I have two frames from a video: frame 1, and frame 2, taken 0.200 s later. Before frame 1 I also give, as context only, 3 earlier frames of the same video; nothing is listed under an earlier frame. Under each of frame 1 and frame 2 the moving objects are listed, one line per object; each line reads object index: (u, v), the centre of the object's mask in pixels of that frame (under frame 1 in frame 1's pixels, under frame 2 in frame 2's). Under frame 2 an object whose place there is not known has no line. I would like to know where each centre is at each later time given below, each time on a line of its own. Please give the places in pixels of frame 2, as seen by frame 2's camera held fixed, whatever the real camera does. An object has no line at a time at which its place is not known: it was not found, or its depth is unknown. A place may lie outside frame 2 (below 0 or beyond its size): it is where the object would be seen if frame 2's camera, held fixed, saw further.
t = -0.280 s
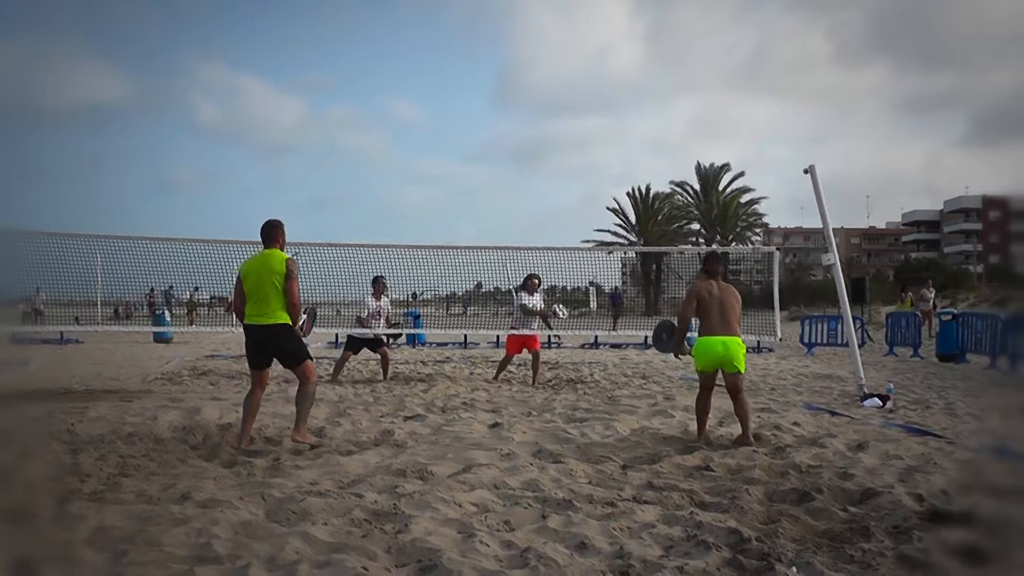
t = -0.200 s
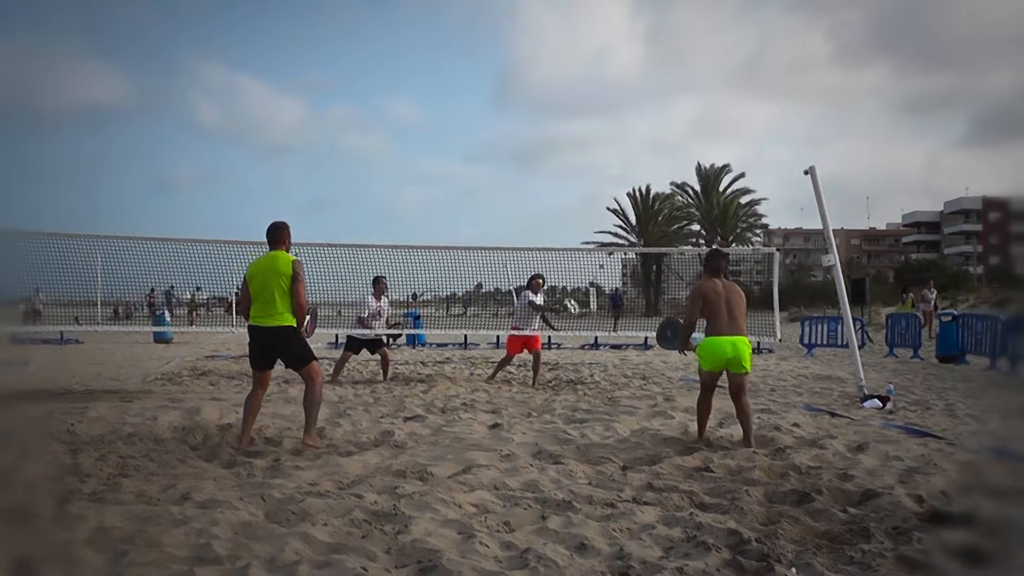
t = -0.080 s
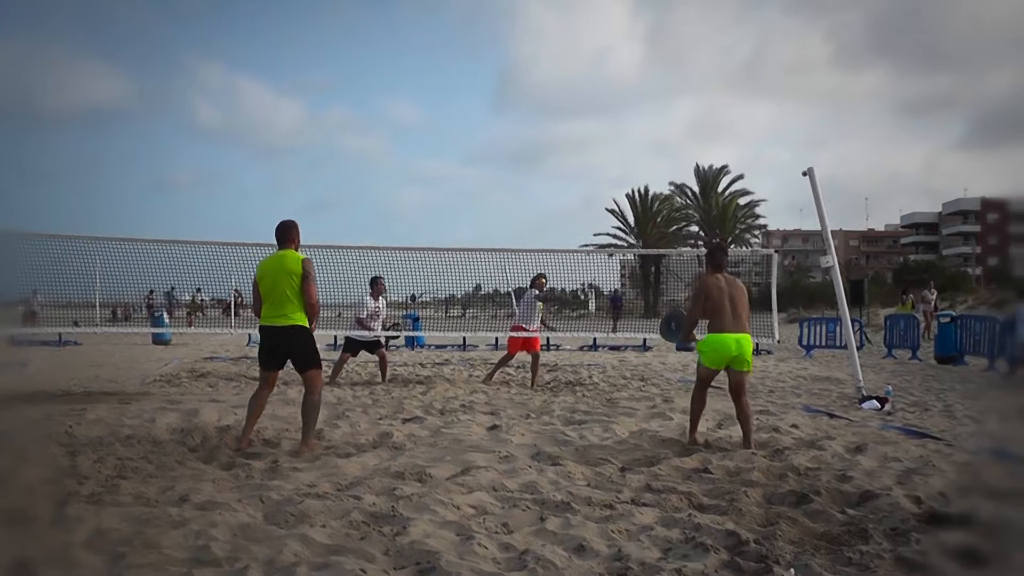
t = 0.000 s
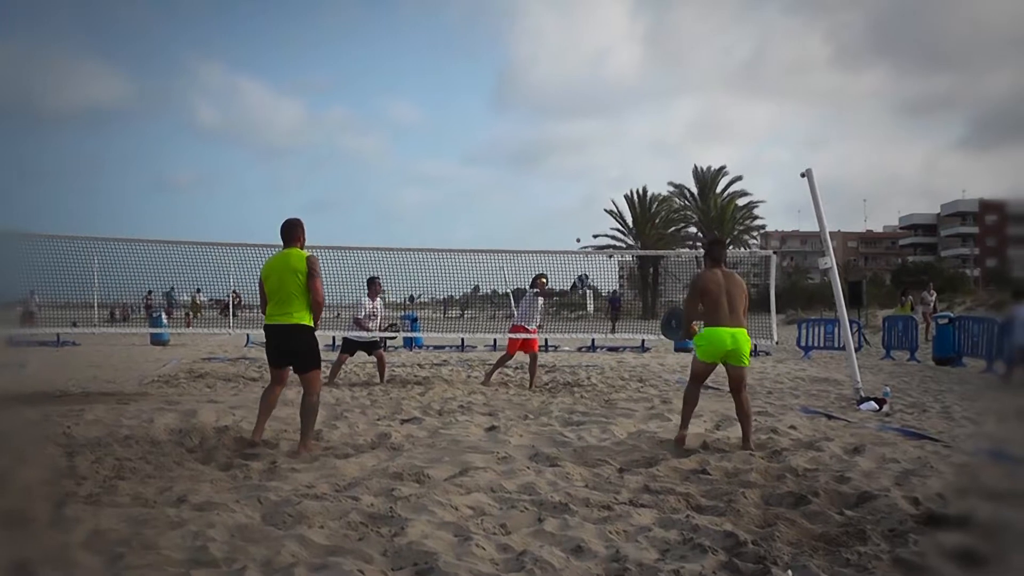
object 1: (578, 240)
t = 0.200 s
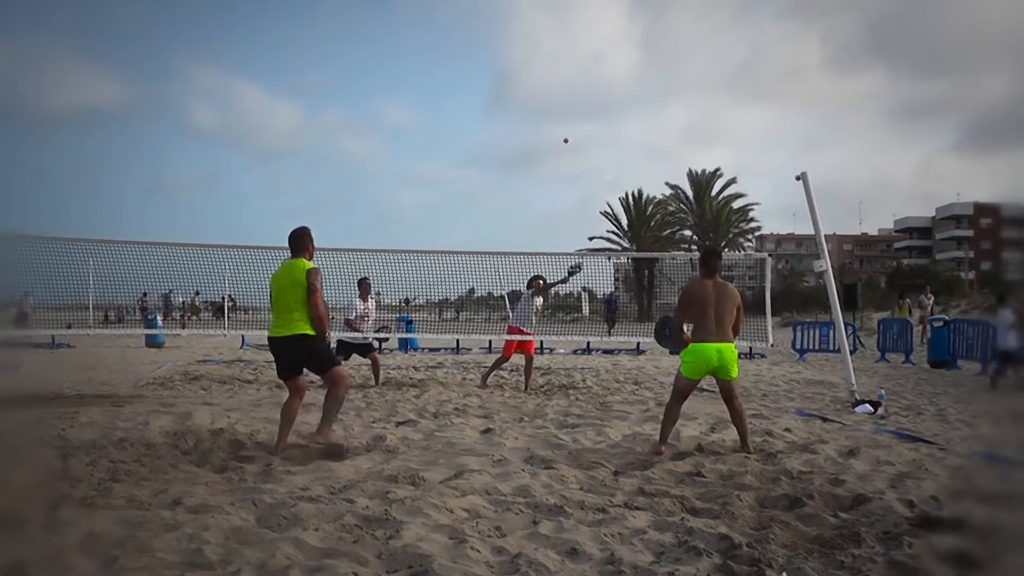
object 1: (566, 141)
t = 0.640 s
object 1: (548, -1)
